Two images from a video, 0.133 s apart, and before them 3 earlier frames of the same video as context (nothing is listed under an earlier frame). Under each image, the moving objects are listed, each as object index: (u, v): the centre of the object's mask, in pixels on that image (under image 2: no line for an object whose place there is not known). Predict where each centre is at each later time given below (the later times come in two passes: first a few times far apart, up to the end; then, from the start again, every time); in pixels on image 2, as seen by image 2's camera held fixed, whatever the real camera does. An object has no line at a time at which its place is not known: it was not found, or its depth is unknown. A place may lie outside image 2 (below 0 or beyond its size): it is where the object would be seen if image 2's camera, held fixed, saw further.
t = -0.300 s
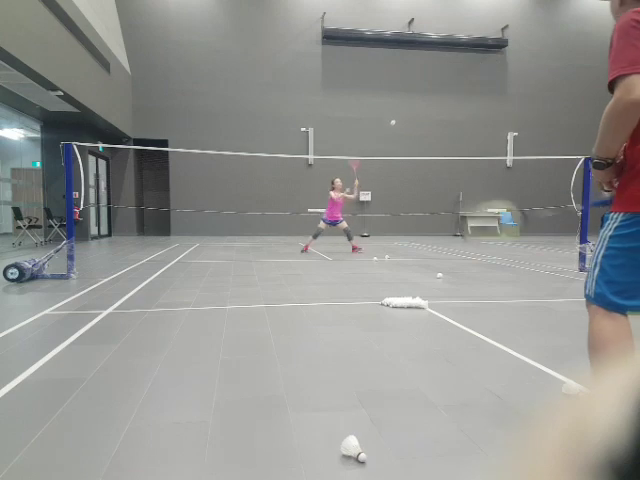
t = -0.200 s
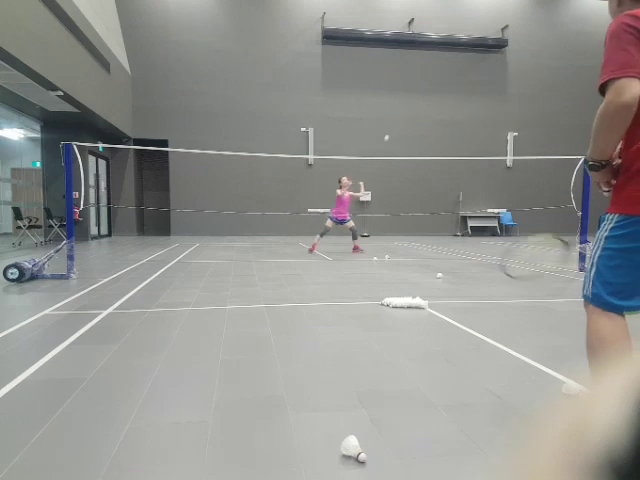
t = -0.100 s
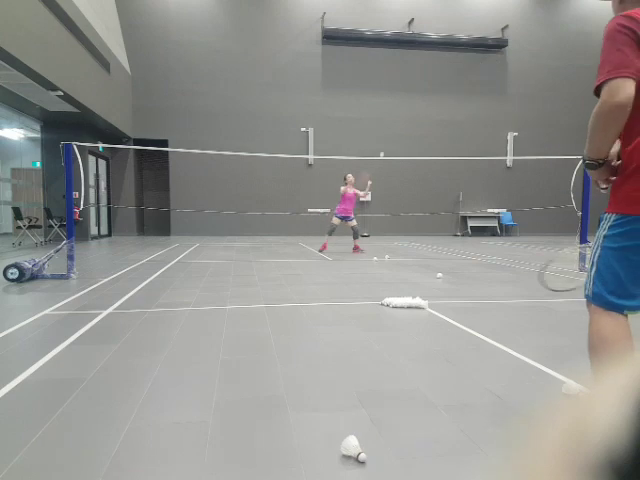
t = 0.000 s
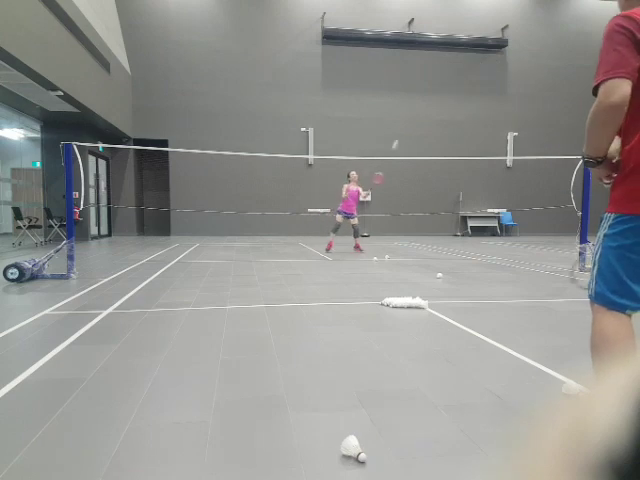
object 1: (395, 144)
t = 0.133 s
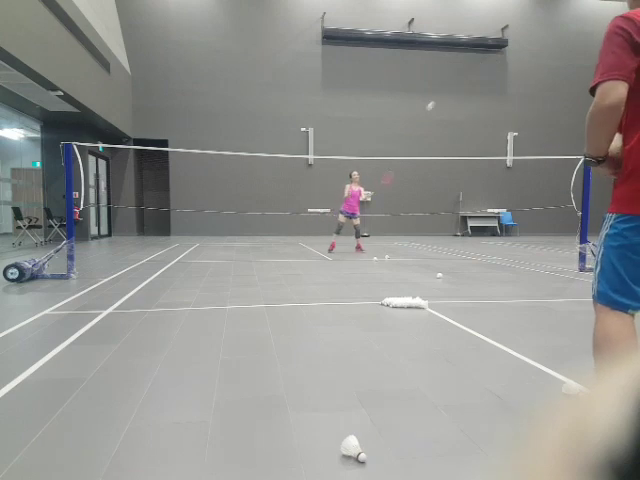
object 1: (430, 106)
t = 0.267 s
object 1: (466, 79)
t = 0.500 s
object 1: (539, 67)
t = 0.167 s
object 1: (438, 98)
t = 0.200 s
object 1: (448, 90)
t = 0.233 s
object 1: (457, 84)
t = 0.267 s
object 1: (466, 79)
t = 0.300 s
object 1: (476, 74)
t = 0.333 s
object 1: (486, 70)
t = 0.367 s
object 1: (496, 67)
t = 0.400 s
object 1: (507, 65)
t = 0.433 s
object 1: (517, 64)
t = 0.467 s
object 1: (528, 65)
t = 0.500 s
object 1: (539, 67)
